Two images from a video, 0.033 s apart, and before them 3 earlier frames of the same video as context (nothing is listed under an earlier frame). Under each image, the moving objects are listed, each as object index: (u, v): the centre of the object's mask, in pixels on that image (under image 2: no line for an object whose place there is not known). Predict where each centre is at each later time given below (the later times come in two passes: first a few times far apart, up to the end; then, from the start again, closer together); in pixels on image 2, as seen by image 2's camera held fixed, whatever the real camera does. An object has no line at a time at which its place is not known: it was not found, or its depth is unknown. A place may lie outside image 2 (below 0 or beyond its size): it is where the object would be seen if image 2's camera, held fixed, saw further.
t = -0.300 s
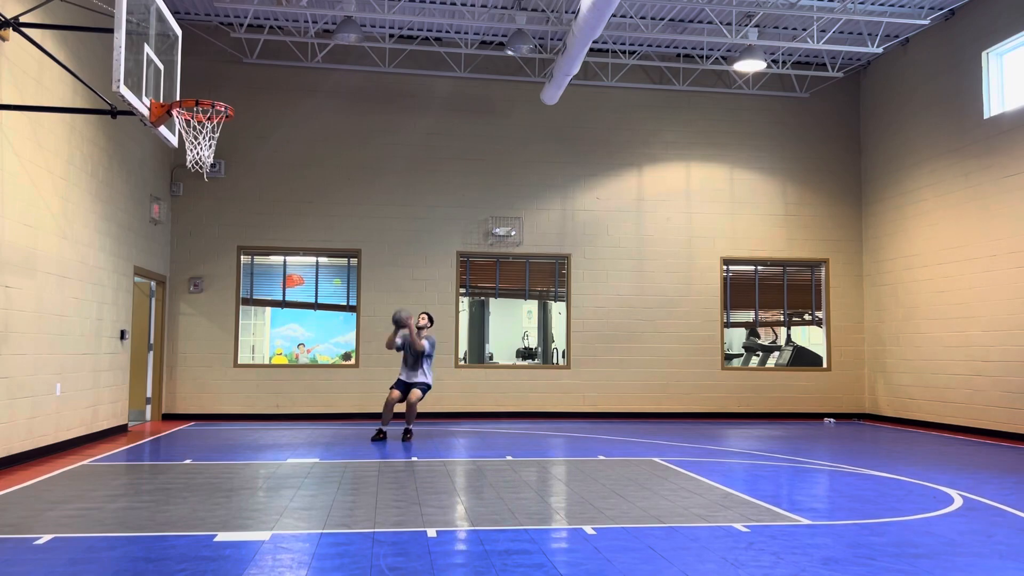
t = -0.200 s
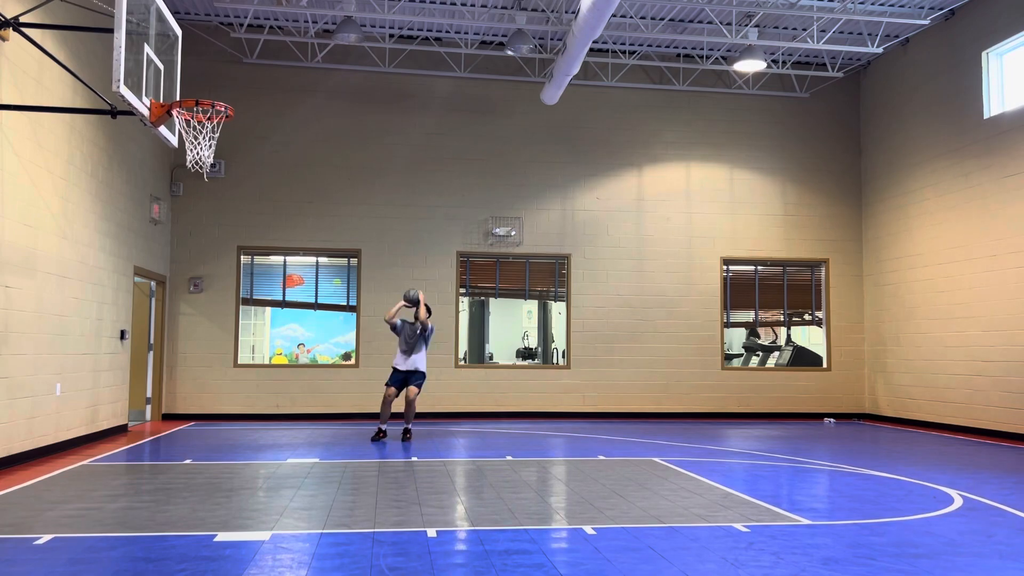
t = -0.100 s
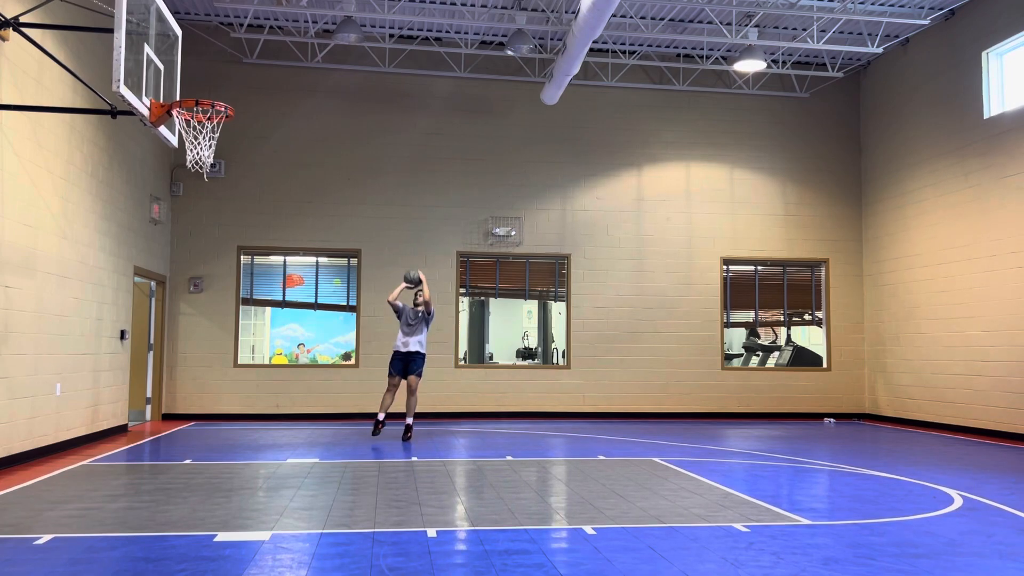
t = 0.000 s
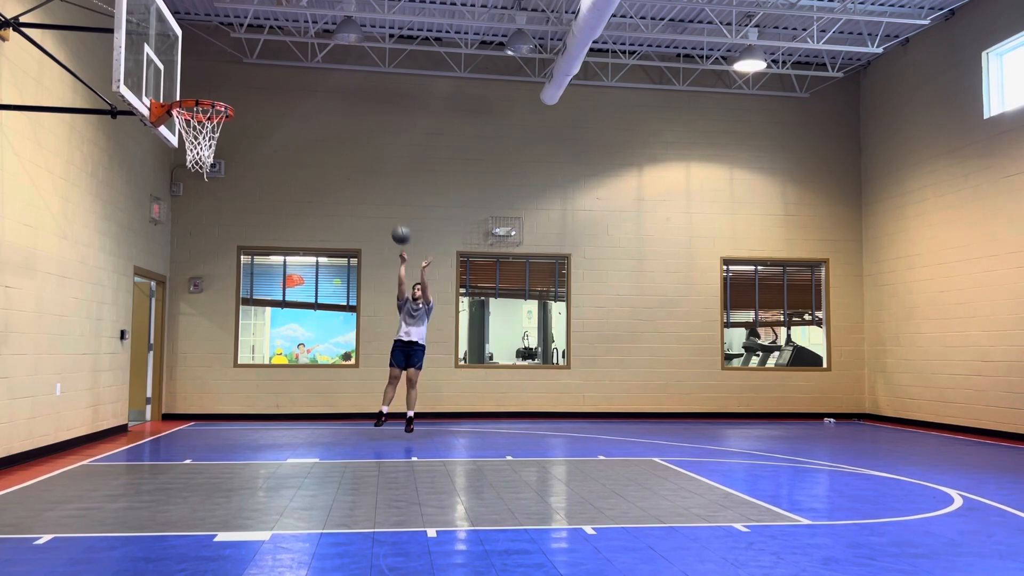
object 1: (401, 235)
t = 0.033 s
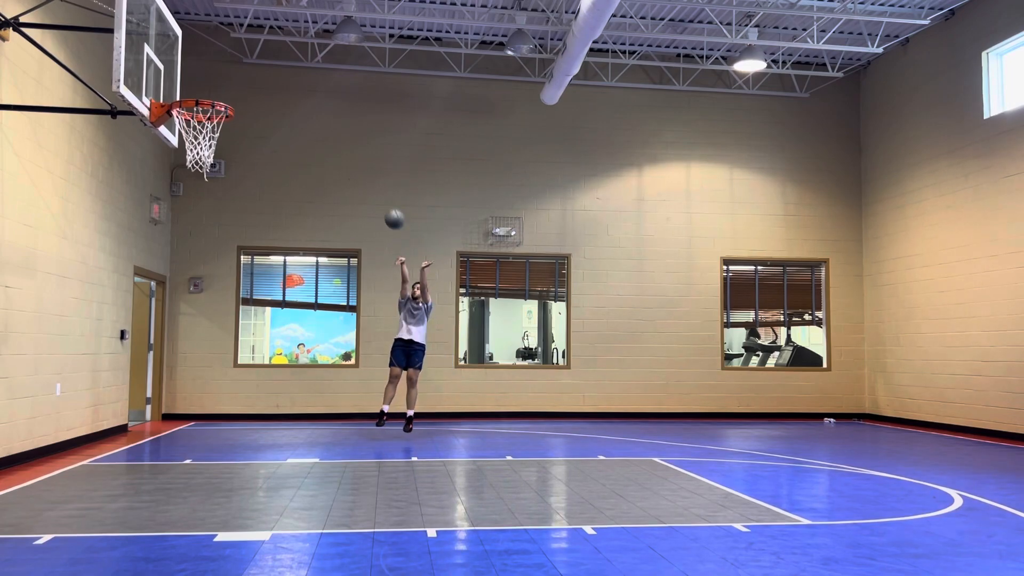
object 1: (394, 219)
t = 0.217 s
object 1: (354, 142)
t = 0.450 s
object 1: (295, 73)
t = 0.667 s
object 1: (231, 47)
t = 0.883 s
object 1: (193, 68)
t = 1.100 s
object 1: (195, 122)
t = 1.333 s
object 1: (183, 143)
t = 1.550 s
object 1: (200, 185)
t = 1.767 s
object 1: (216, 286)
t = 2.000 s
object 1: (232, 458)
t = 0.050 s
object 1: (391, 211)
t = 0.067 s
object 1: (388, 204)
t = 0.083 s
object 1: (384, 196)
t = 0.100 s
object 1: (380, 189)
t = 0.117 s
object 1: (377, 181)
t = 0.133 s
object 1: (373, 174)
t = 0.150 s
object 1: (370, 167)
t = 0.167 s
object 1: (366, 161)
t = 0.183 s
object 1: (362, 154)
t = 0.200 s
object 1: (358, 148)
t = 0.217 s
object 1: (354, 142)
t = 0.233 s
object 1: (350, 135)
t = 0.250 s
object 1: (347, 129)
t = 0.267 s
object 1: (342, 124)
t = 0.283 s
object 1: (338, 118)
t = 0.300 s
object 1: (334, 113)
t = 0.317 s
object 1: (330, 108)
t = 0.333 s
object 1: (326, 103)
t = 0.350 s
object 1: (322, 98)
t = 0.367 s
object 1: (318, 93)
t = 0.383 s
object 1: (313, 89)
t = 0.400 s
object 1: (309, 85)
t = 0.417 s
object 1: (304, 81)
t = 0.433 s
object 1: (300, 77)
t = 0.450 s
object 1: (295, 73)
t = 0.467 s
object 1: (291, 70)
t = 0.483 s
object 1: (286, 66)
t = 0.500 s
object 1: (281, 63)
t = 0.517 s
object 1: (277, 61)
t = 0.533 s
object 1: (271, 58)
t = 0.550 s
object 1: (267, 56)
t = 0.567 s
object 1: (262, 54)
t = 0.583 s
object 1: (257, 52)
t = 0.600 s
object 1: (252, 51)
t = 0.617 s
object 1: (247, 50)
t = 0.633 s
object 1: (241, 48)
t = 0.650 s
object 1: (237, 47)
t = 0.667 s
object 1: (231, 47)
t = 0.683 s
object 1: (225, 47)
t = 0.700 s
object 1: (218, 47)
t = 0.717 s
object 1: (212, 48)
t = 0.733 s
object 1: (207, 49)
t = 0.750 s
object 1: (201, 50)
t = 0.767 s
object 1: (194, 52)
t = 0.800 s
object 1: (181, 56)
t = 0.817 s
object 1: (182, 58)
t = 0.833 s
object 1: (185, 60)
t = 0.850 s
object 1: (187, 62)
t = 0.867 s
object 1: (190, 65)
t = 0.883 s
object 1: (193, 68)
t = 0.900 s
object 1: (197, 71)
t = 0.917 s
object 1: (200, 75)
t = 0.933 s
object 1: (202, 79)
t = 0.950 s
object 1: (205, 84)
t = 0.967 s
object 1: (208, 87)
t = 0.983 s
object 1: (211, 91)
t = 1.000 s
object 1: (213, 94)
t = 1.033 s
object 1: (210, 108)
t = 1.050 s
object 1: (208, 113)
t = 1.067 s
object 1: (205, 118)
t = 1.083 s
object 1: (198, 119)
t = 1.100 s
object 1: (195, 122)
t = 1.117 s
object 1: (190, 126)
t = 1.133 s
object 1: (187, 130)
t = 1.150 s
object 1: (184, 131)
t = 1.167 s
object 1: (181, 131)
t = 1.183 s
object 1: (184, 130)
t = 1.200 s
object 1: (181, 132)
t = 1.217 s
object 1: (180, 133)
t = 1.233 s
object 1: (179, 136)
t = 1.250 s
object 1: (182, 134)
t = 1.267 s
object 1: (181, 135)
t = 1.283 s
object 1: (182, 136)
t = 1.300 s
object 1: (181, 139)
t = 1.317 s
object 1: (182, 142)
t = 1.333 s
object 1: (183, 143)
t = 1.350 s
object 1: (185, 144)
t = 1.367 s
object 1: (186, 146)
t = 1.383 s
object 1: (187, 148)
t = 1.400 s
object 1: (187, 150)
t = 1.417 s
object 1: (188, 151)
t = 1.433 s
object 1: (189, 161)
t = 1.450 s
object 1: (190, 163)
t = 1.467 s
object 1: (192, 165)
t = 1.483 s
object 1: (193, 168)
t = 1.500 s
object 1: (195, 171)
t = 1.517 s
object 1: (196, 175)
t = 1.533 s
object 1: (199, 181)
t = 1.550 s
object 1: (200, 185)
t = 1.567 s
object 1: (201, 191)
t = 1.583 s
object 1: (203, 197)
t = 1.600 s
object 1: (204, 203)
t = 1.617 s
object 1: (205, 210)
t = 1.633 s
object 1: (206, 217)
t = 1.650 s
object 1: (208, 225)
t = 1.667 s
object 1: (209, 232)
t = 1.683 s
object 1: (210, 240)
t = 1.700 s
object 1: (212, 249)
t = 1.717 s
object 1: (213, 257)
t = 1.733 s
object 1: (214, 266)
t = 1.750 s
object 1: (215, 276)
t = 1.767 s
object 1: (216, 286)
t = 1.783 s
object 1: (217, 296)
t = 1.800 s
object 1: (219, 306)
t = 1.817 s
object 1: (220, 317)
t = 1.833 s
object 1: (221, 328)
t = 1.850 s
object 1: (222, 339)
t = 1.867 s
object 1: (224, 351)
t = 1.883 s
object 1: (225, 363)
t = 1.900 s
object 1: (226, 375)
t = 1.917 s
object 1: (227, 389)
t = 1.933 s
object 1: (228, 402)
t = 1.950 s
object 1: (229, 415)
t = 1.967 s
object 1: (230, 429)
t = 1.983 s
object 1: (231, 444)
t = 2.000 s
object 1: (232, 458)
